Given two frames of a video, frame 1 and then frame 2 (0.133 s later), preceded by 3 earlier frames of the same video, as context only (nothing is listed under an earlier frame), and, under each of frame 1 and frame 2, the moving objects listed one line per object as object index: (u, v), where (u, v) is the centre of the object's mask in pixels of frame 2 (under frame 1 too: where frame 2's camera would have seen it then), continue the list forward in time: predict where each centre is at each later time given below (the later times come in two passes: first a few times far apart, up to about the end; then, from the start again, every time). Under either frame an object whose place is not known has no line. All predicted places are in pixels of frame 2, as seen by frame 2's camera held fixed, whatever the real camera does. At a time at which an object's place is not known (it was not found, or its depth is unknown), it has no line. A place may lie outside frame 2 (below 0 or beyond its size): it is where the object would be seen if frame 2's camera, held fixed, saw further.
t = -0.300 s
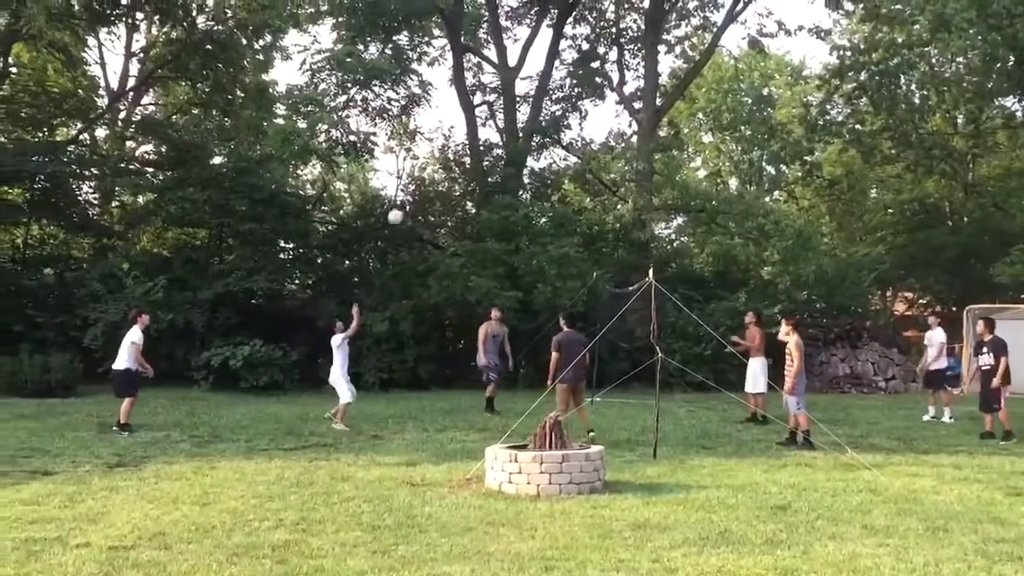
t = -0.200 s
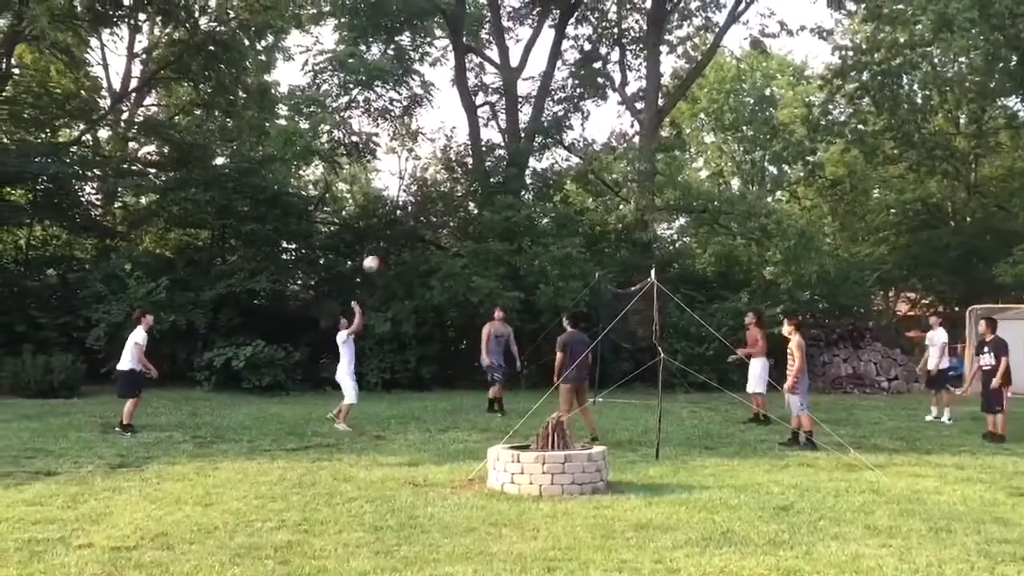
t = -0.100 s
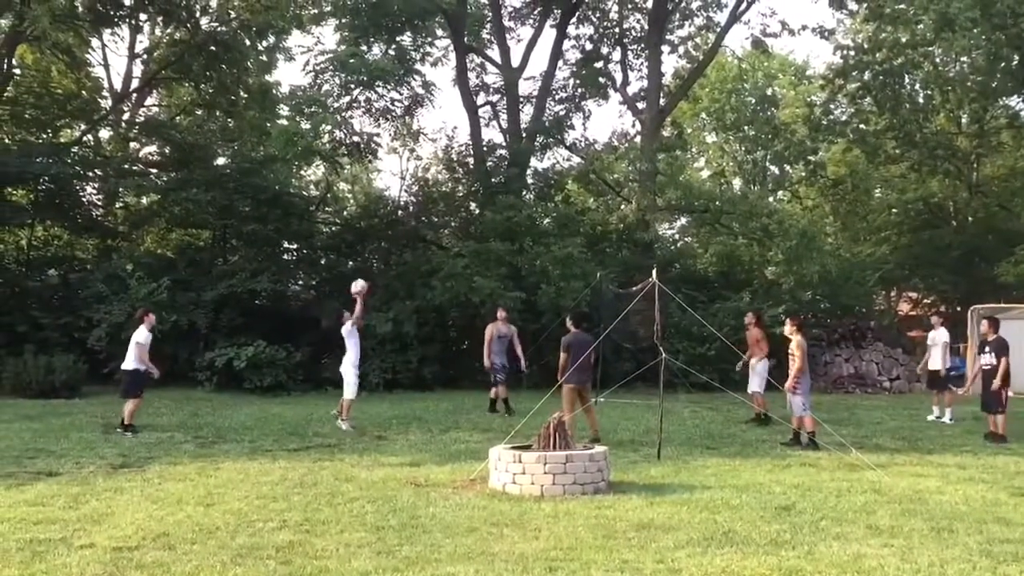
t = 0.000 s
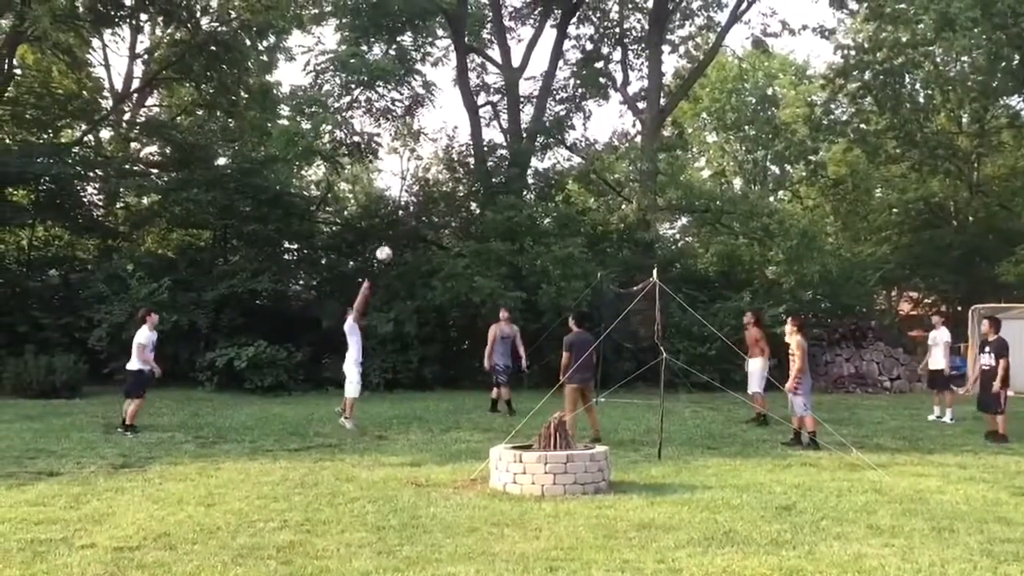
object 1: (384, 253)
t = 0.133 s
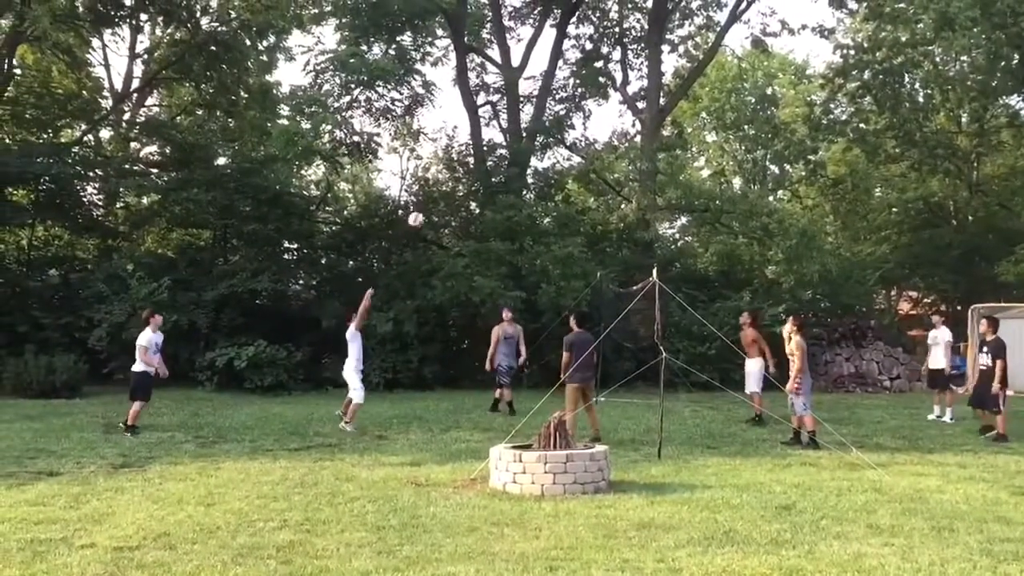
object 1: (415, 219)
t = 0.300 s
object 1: (456, 194)
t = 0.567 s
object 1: (519, 197)
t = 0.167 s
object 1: (424, 213)
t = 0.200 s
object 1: (431, 207)
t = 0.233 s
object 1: (440, 202)
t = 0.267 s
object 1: (447, 198)
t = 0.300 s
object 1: (456, 194)
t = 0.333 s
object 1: (464, 192)
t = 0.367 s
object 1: (471, 190)
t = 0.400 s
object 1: (480, 189)
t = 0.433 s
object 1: (487, 190)
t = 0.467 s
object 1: (495, 190)
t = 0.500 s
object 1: (502, 191)
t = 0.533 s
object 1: (511, 194)
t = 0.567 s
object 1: (519, 197)
